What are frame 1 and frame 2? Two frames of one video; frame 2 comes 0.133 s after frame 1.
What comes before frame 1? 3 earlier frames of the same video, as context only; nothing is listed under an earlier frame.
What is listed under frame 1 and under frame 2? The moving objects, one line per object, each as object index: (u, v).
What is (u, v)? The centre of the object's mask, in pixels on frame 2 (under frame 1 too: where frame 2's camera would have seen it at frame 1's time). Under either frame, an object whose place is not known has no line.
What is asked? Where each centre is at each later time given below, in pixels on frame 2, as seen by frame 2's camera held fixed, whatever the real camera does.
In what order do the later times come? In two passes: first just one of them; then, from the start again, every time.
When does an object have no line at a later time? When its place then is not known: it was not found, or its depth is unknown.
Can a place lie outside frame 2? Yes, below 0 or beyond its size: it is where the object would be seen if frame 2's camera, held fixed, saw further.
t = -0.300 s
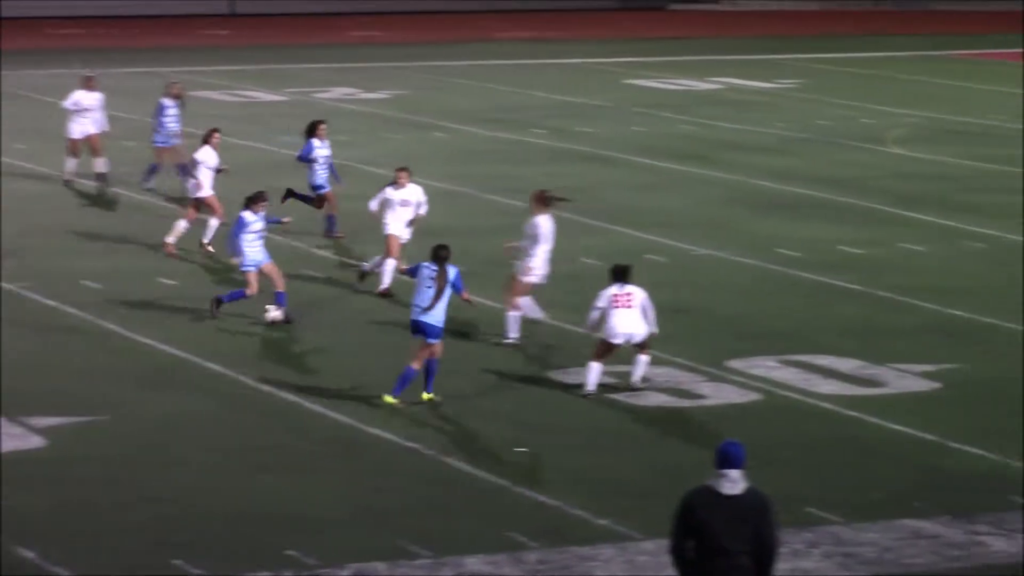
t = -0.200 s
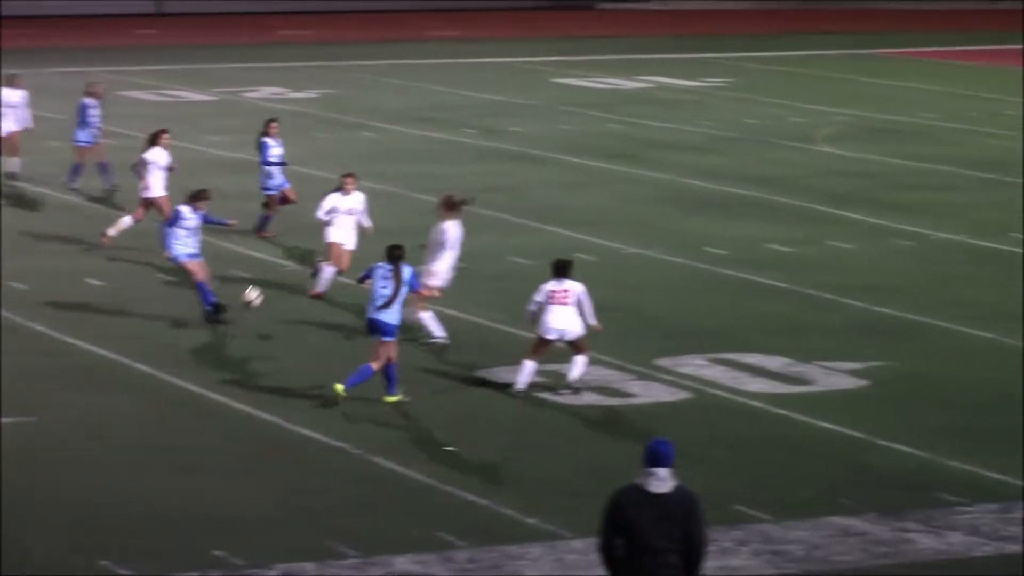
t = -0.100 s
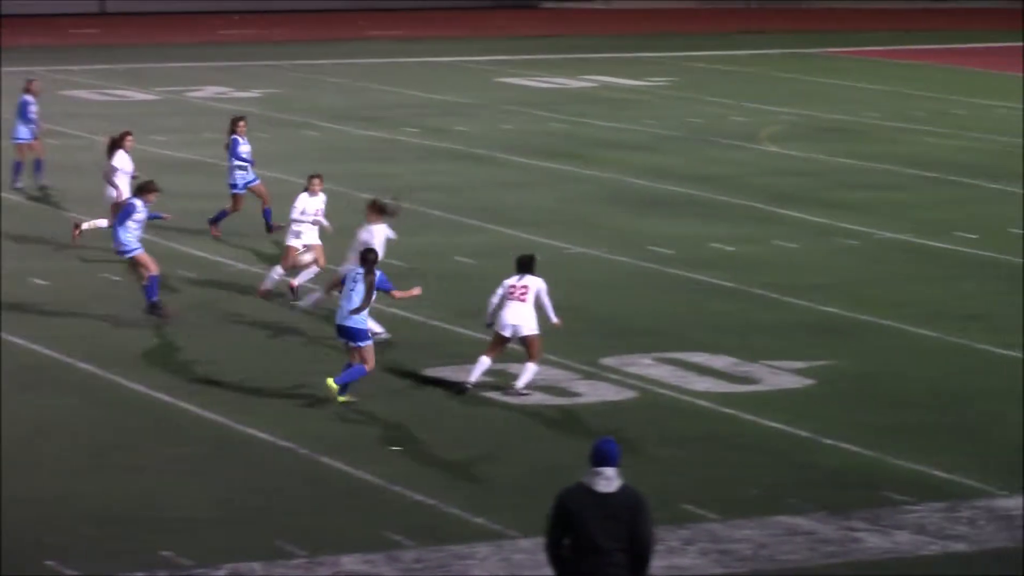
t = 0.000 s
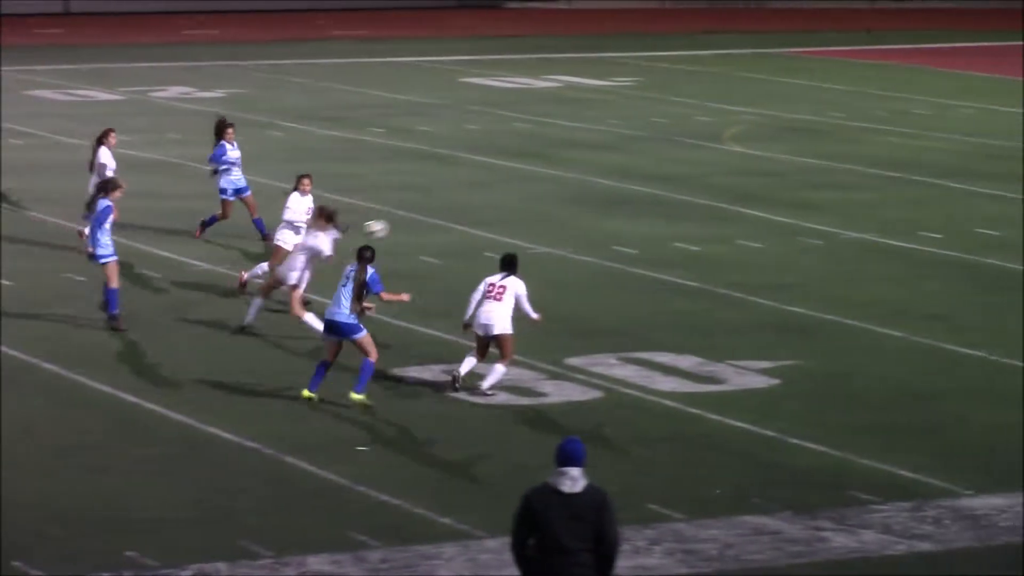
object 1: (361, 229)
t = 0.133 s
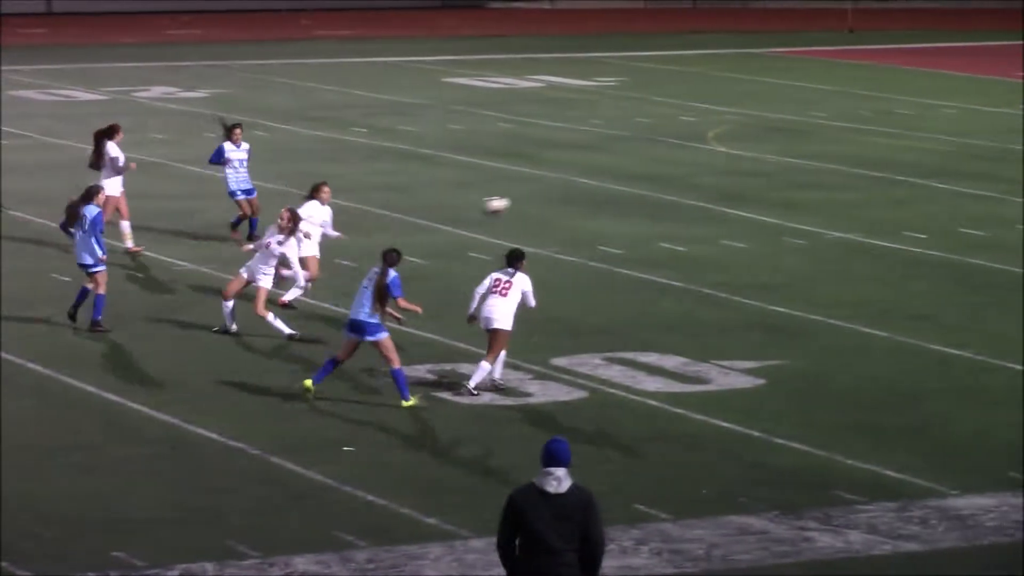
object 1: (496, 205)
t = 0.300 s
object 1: (659, 198)
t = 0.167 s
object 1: (530, 201)
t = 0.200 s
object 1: (564, 199)
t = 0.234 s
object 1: (597, 198)
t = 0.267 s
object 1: (628, 197)
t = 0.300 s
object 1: (659, 198)
